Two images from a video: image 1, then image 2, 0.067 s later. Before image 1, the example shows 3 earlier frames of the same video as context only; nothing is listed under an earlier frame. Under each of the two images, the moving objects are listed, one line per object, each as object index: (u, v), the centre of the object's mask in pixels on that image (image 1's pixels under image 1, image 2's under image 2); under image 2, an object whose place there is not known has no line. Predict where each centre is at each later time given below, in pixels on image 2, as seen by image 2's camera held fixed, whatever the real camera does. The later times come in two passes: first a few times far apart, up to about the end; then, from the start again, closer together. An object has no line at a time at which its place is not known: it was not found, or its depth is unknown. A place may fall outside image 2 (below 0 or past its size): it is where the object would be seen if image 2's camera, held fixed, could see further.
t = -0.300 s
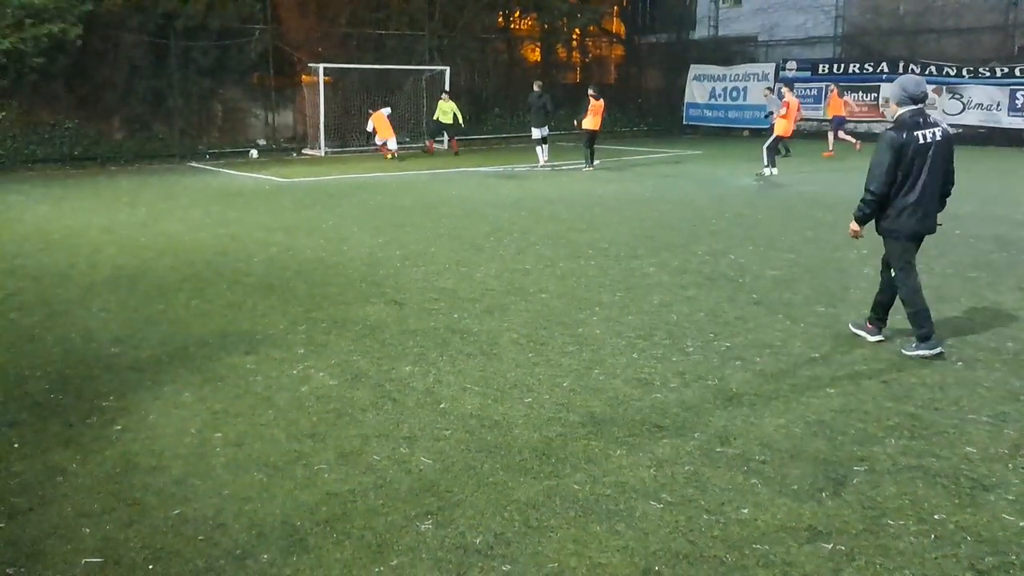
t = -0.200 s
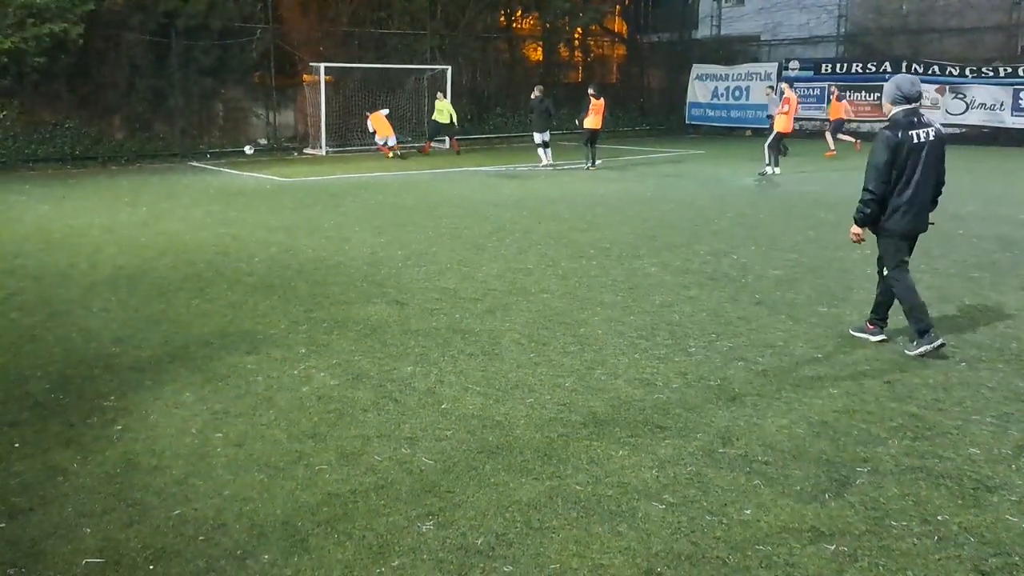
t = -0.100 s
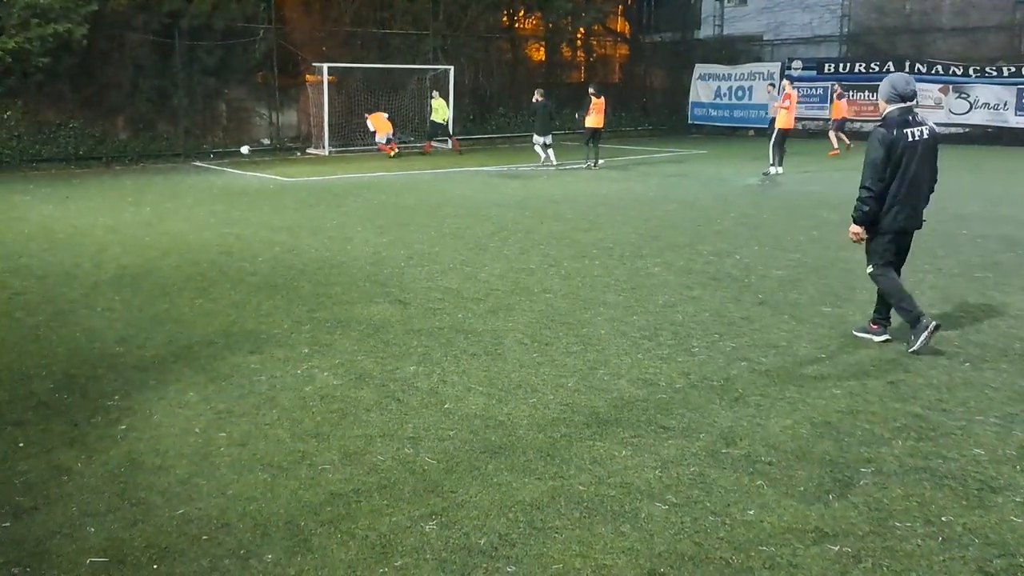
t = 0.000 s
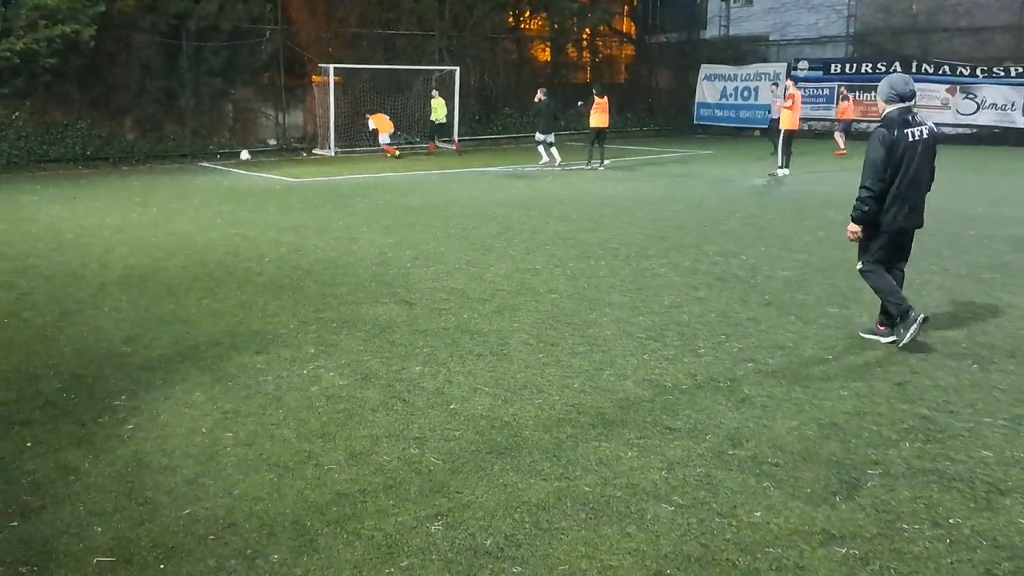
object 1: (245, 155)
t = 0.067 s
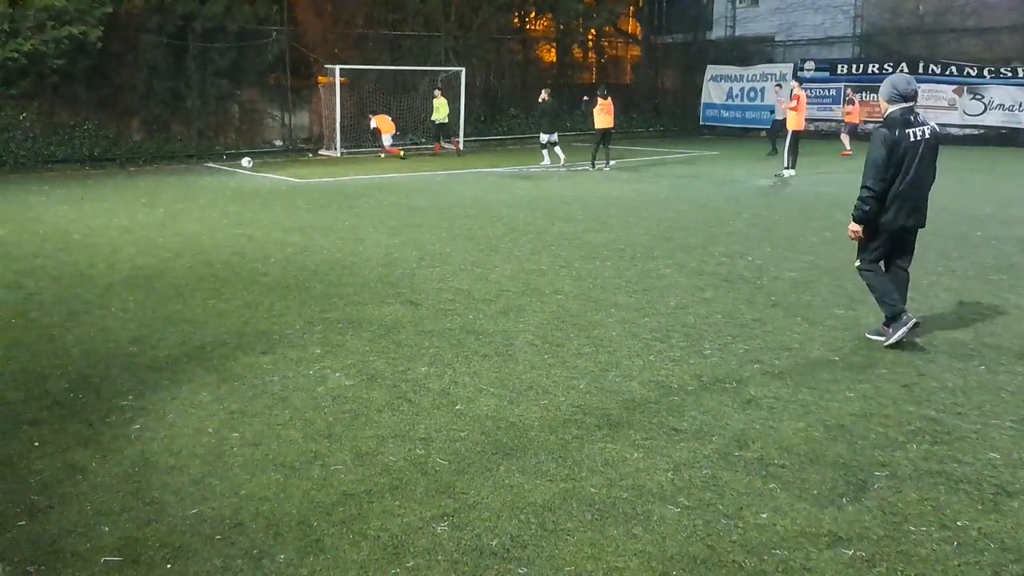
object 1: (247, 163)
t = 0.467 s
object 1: (211, 180)
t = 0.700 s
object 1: (184, 181)
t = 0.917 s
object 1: (155, 194)
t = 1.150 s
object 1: (117, 211)
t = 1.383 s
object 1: (72, 225)
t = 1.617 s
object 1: (9, 246)
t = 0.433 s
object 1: (215, 176)
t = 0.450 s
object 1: (213, 177)
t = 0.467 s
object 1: (211, 180)
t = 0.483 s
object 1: (210, 182)
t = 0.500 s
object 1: (208, 183)
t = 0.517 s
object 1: (206, 182)
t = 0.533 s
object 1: (204, 181)
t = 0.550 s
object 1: (202, 181)
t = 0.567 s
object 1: (200, 179)
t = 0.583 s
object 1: (199, 179)
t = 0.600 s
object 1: (196, 179)
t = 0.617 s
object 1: (194, 179)
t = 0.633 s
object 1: (192, 179)
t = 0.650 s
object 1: (191, 180)
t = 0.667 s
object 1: (188, 180)
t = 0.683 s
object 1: (186, 180)
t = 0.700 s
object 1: (184, 181)
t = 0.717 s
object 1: (182, 183)
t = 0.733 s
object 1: (180, 184)
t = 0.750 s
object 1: (178, 185)
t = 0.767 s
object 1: (176, 187)
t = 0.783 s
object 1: (174, 189)
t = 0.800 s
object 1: (172, 191)
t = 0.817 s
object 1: (169, 193)
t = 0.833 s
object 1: (167, 197)
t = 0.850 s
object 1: (165, 197)
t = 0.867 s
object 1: (163, 197)
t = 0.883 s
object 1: (159, 195)
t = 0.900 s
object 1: (157, 195)
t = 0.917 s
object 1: (155, 194)
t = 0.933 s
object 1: (152, 195)
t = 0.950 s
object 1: (150, 195)
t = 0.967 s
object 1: (147, 194)
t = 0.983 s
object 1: (145, 195)
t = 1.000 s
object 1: (142, 195)
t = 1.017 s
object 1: (140, 196)
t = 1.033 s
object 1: (137, 197)
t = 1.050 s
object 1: (134, 198)
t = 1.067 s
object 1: (132, 199)
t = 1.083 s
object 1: (129, 202)
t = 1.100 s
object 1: (126, 203)
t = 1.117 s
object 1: (123, 205)
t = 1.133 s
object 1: (120, 209)
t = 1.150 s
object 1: (117, 211)
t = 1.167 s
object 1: (114, 213)
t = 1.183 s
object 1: (112, 213)
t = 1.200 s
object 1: (107, 213)
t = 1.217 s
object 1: (103, 213)
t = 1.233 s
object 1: (101, 212)
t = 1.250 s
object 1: (98, 212)
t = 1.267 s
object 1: (95, 214)
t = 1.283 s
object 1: (92, 214)
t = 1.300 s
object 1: (90, 215)
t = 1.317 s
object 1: (87, 217)
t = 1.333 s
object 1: (83, 218)
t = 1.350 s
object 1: (80, 219)
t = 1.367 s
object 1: (76, 222)
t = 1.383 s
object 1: (72, 225)
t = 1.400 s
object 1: (68, 228)
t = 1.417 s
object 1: (63, 228)
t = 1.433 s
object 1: (59, 229)
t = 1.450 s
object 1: (55, 229)
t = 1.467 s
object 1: (51, 230)
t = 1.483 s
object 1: (46, 231)
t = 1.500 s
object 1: (42, 232)
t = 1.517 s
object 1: (37, 232)
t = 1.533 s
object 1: (31, 235)
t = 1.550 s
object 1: (26, 237)
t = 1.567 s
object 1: (21, 240)
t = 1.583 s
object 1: (16, 243)
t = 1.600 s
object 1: (12, 245)
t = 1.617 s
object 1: (9, 246)
